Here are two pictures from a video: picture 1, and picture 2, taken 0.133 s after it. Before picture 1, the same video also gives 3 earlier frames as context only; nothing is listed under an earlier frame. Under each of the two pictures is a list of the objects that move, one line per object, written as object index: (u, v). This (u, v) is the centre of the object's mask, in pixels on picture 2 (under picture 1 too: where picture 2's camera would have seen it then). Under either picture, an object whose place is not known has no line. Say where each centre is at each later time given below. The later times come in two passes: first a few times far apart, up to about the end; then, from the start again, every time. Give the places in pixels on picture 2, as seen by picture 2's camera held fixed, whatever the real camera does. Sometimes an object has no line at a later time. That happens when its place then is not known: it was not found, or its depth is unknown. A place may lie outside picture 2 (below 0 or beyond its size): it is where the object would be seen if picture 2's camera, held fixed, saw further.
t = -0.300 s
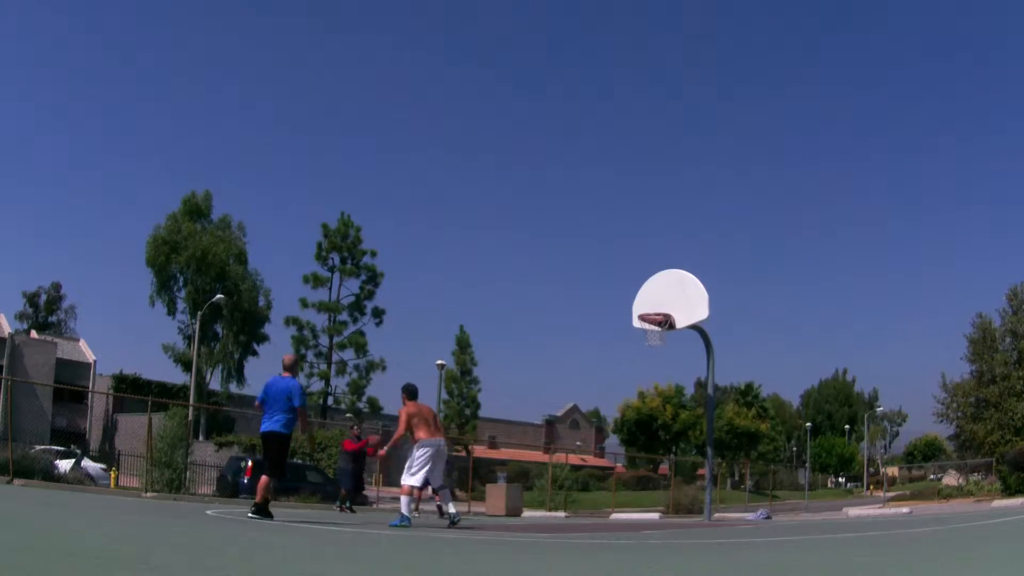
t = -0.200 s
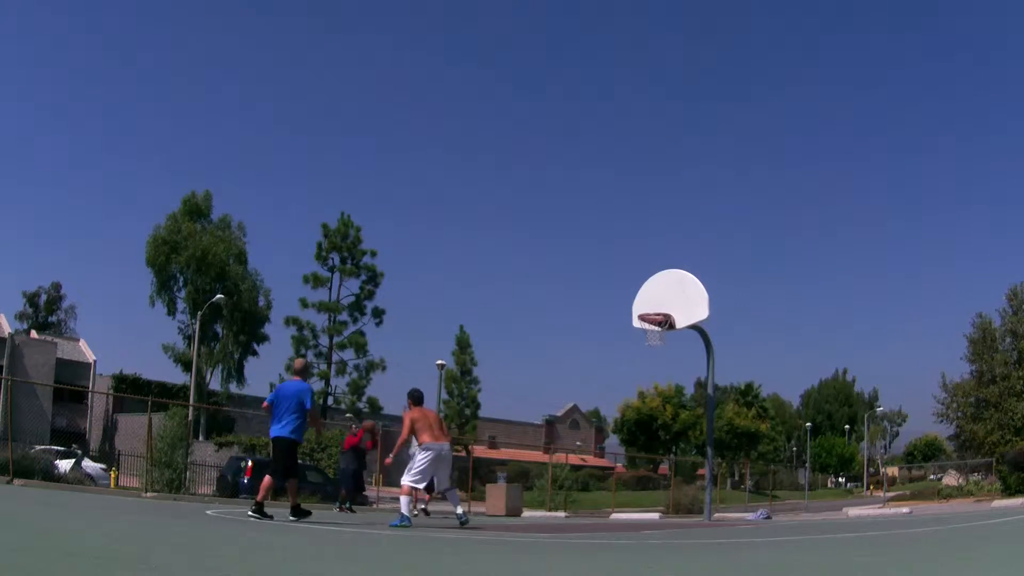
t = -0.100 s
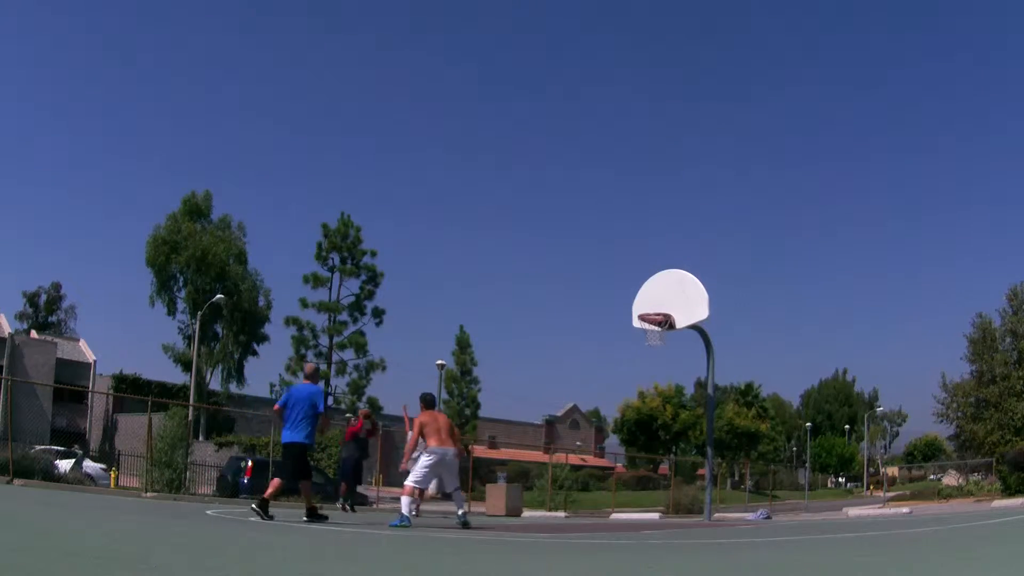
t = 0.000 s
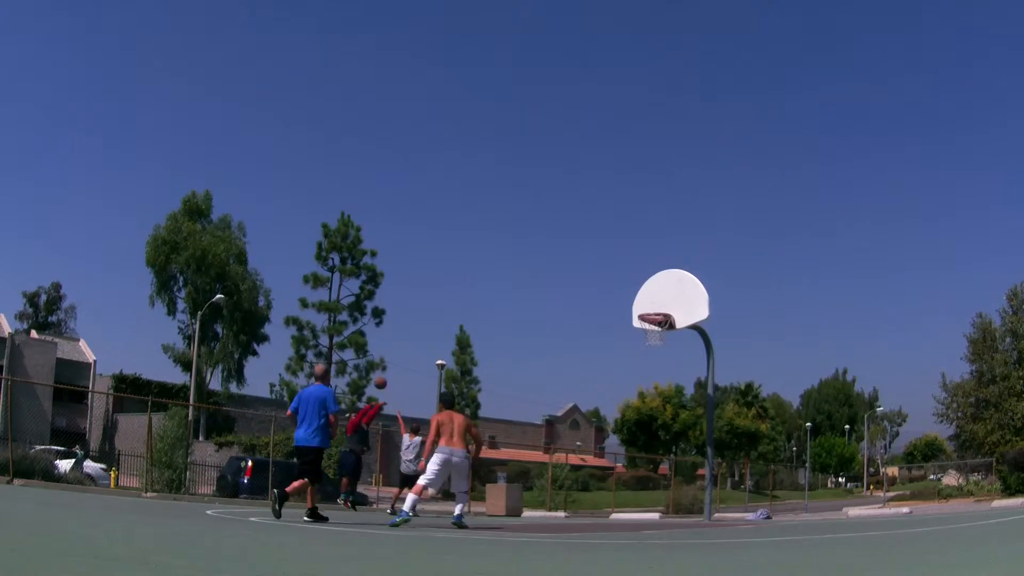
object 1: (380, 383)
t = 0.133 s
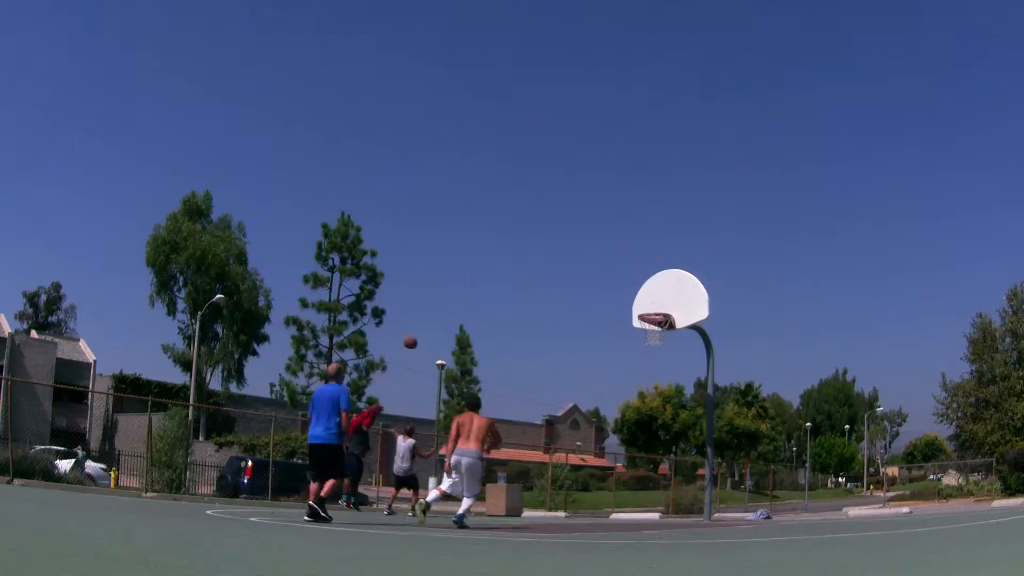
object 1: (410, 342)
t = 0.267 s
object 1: (441, 309)
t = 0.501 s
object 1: (497, 273)
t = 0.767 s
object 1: (566, 267)
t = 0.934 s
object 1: (612, 286)
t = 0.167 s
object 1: (418, 333)
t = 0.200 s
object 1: (426, 325)
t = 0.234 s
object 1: (433, 317)
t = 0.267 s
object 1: (441, 309)
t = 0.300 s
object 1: (449, 302)
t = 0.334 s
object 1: (456, 296)
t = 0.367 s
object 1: (464, 290)
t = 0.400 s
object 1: (473, 285)
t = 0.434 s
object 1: (481, 280)
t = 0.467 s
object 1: (488, 276)
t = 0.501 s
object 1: (497, 273)
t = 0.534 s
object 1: (505, 269)
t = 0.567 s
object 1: (514, 268)
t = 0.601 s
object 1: (522, 266)
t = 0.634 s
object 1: (531, 265)
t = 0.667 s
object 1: (539, 264)
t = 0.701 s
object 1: (548, 264)
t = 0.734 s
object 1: (557, 265)
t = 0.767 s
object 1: (566, 267)
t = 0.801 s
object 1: (575, 269)
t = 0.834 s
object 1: (584, 272)
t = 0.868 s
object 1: (594, 276)
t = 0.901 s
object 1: (603, 281)
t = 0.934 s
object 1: (612, 286)
